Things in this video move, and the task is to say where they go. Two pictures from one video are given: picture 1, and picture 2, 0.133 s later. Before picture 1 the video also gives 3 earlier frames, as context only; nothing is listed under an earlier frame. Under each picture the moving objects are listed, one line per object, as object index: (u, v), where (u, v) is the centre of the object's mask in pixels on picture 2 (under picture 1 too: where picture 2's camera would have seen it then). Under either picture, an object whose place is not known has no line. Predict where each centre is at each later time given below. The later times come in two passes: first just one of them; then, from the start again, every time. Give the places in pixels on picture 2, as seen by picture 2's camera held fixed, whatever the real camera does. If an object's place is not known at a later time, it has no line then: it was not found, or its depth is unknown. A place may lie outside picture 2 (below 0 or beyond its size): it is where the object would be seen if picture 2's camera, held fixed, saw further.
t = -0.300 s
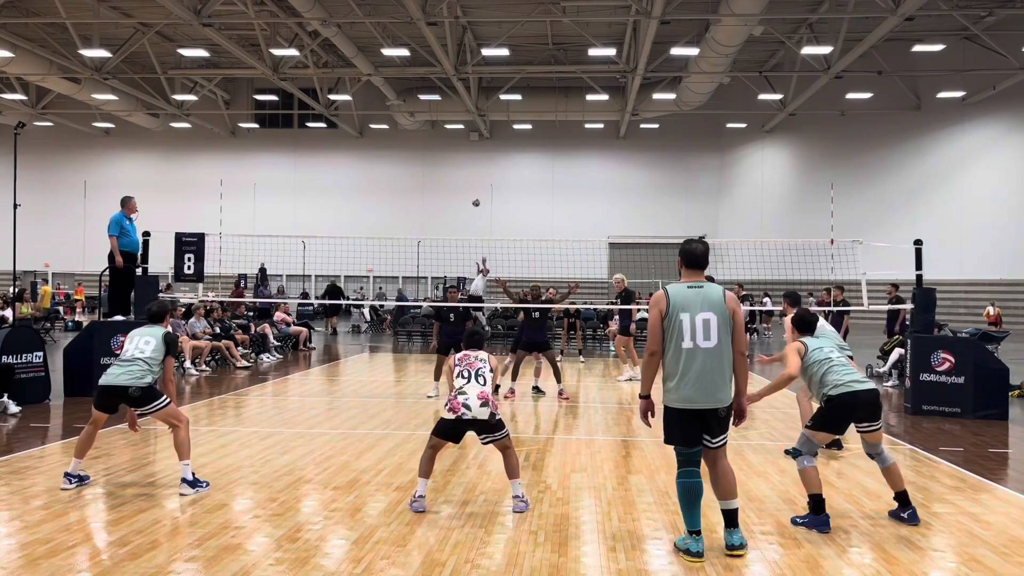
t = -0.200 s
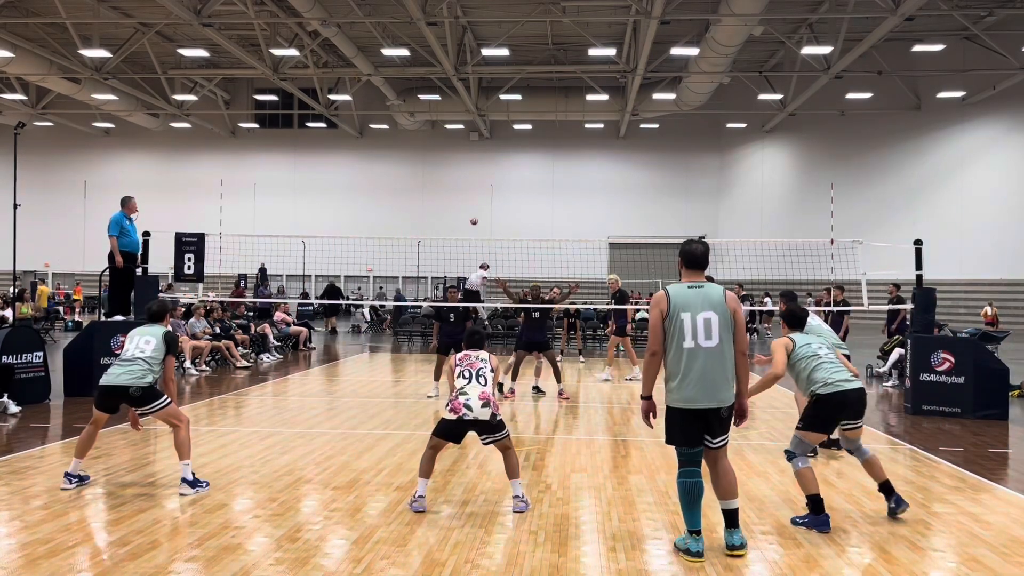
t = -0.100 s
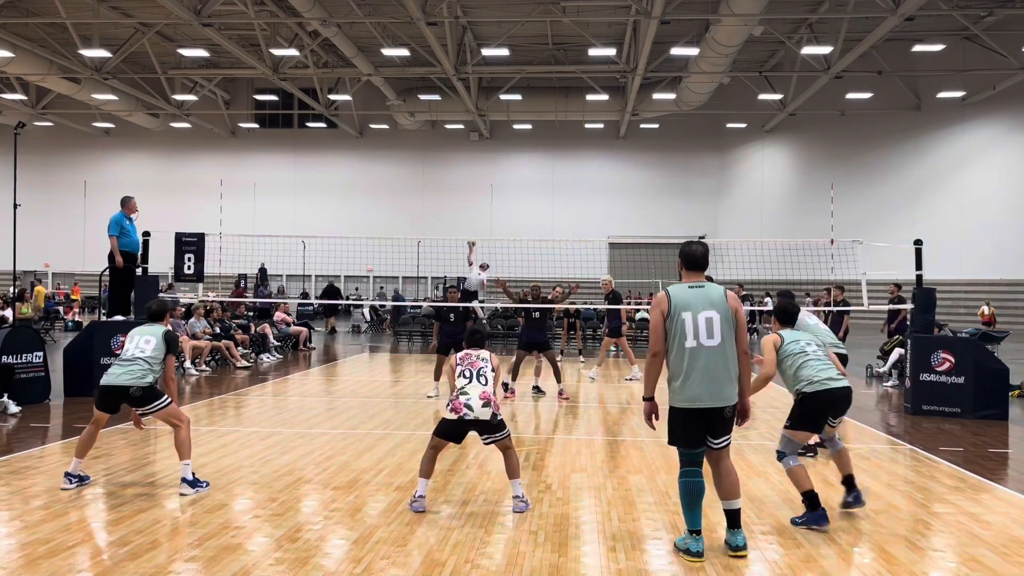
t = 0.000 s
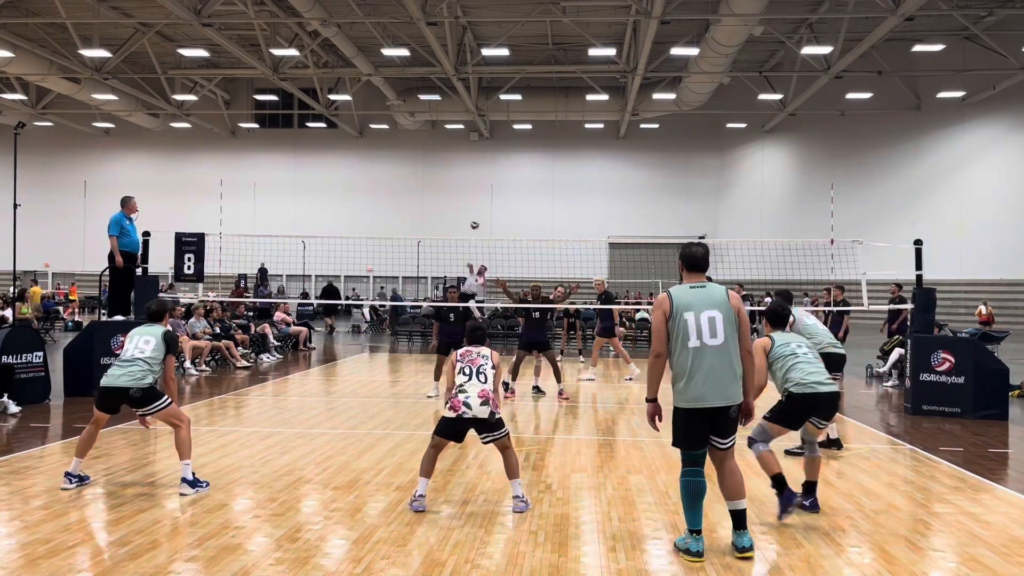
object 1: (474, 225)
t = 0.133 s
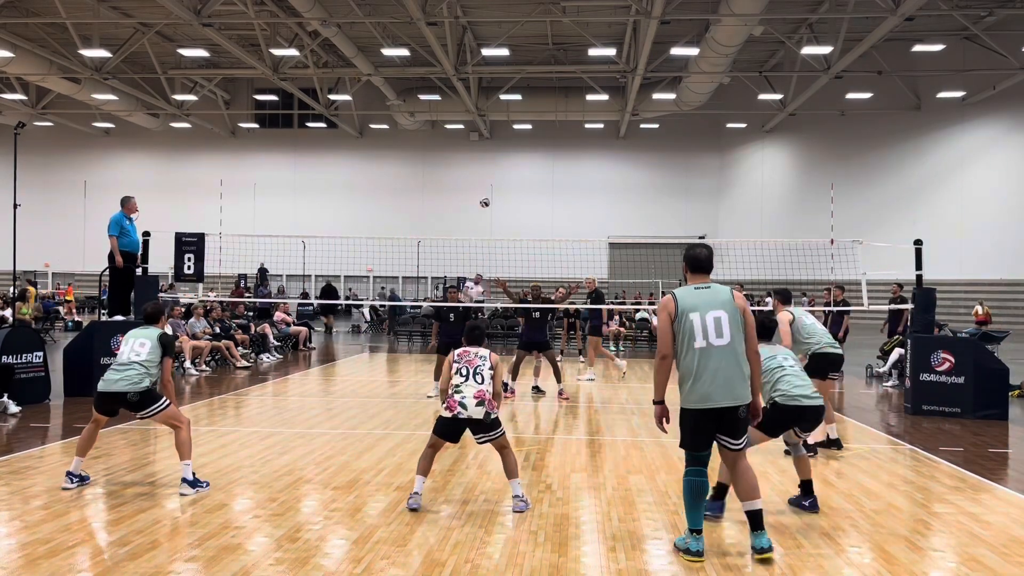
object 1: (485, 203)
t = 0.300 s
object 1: (506, 191)
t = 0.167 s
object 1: (488, 199)
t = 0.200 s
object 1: (492, 196)
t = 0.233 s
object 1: (496, 193)
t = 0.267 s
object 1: (501, 191)
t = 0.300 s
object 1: (506, 191)
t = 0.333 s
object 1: (512, 190)
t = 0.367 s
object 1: (519, 192)
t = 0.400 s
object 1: (526, 194)
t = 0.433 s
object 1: (534, 200)
